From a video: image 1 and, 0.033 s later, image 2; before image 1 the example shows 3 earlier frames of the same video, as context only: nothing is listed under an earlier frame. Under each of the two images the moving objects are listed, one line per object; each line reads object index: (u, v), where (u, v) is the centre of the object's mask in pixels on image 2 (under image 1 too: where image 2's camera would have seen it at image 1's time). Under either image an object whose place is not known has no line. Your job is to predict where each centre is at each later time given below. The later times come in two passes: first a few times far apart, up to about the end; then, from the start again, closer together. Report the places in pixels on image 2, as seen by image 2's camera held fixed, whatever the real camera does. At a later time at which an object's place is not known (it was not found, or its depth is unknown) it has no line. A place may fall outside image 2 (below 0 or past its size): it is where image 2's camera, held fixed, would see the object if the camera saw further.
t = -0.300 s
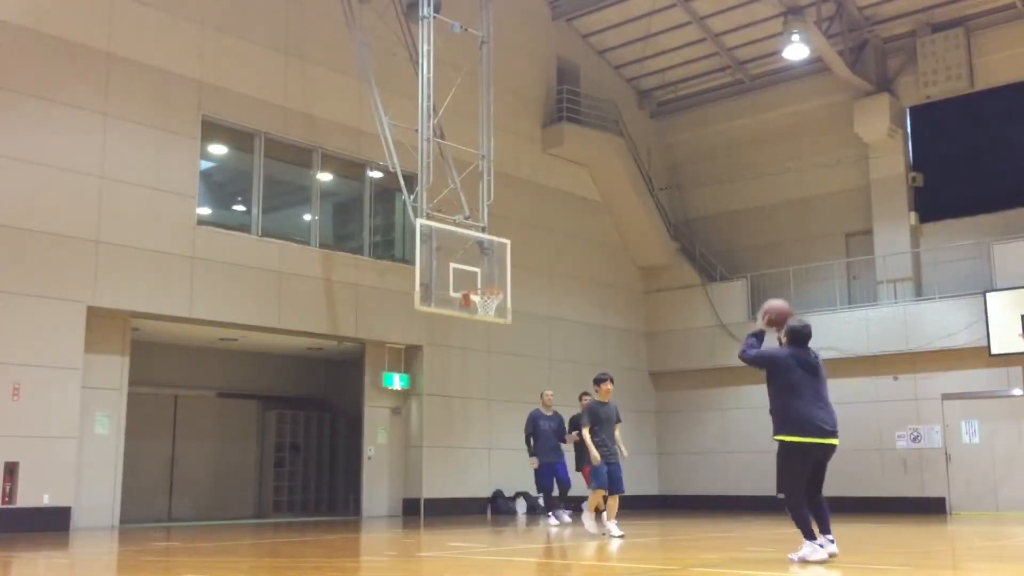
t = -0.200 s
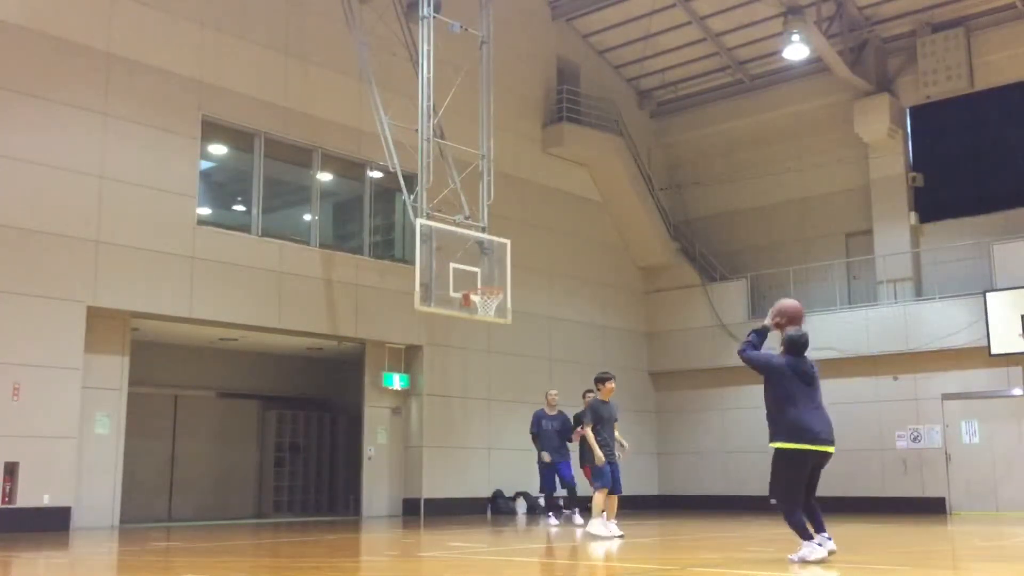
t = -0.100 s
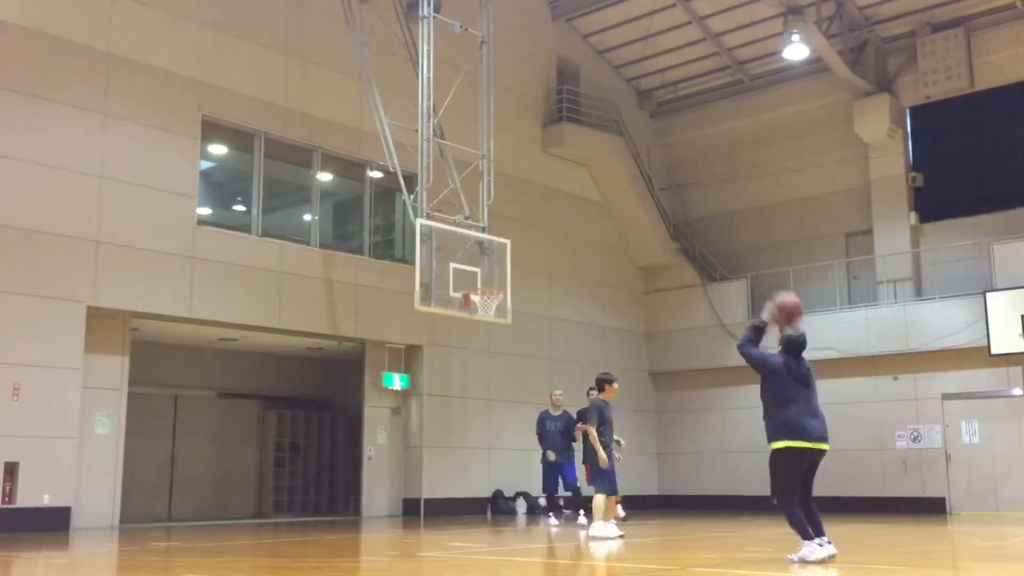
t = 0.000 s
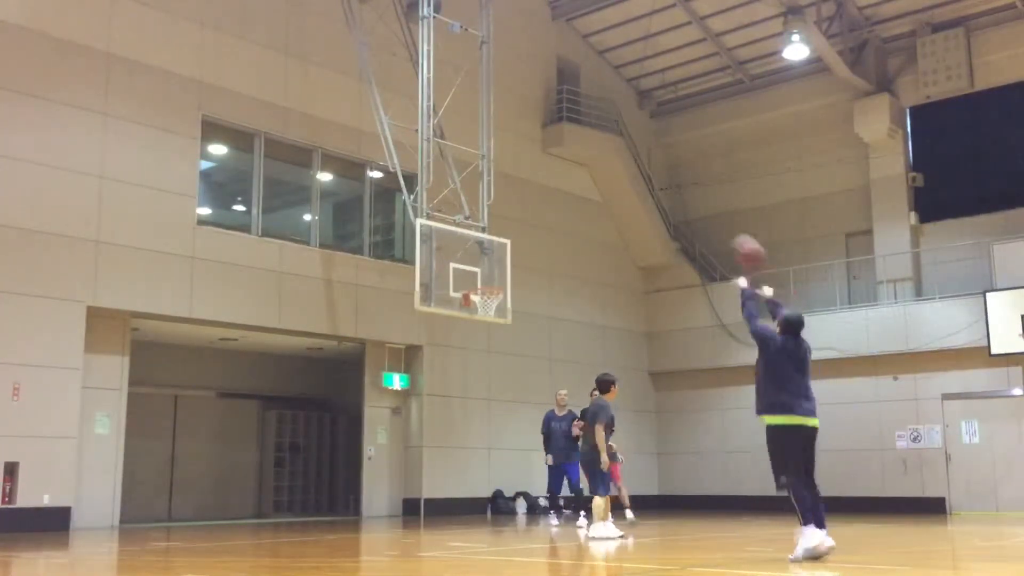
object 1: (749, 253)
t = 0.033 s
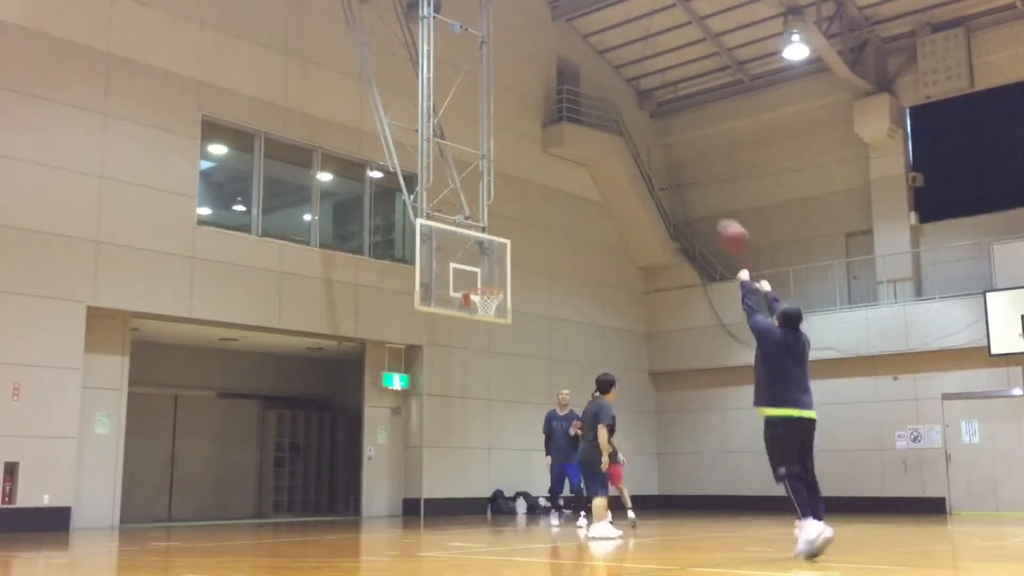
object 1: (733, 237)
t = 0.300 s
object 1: (631, 168)
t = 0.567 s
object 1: (560, 178)
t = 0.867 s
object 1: (502, 250)
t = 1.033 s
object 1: (486, 303)
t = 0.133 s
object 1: (689, 199)
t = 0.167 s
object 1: (676, 190)
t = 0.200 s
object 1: (664, 182)
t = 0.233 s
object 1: (652, 176)
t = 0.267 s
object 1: (642, 172)
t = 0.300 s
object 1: (631, 168)
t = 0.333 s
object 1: (620, 166)
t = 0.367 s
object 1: (610, 165)
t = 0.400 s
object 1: (601, 164)
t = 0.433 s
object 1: (592, 165)
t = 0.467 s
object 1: (584, 167)
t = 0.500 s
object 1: (575, 170)
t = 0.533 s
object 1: (568, 173)
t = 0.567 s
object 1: (560, 178)
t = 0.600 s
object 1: (553, 183)
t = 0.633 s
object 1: (546, 190)
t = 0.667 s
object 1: (539, 196)
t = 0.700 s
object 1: (533, 203)
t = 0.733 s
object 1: (527, 212)
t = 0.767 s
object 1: (520, 220)
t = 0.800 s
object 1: (514, 229)
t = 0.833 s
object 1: (509, 239)
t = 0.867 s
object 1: (502, 250)
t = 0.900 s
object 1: (497, 260)
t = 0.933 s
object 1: (493, 272)
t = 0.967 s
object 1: (487, 281)
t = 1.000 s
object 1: (484, 293)
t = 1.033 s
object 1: (486, 303)
